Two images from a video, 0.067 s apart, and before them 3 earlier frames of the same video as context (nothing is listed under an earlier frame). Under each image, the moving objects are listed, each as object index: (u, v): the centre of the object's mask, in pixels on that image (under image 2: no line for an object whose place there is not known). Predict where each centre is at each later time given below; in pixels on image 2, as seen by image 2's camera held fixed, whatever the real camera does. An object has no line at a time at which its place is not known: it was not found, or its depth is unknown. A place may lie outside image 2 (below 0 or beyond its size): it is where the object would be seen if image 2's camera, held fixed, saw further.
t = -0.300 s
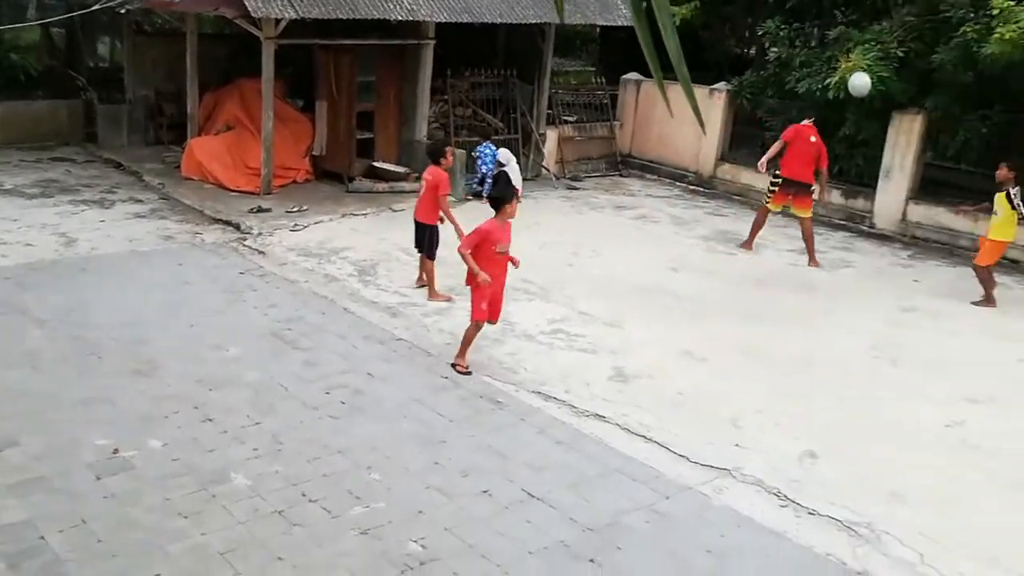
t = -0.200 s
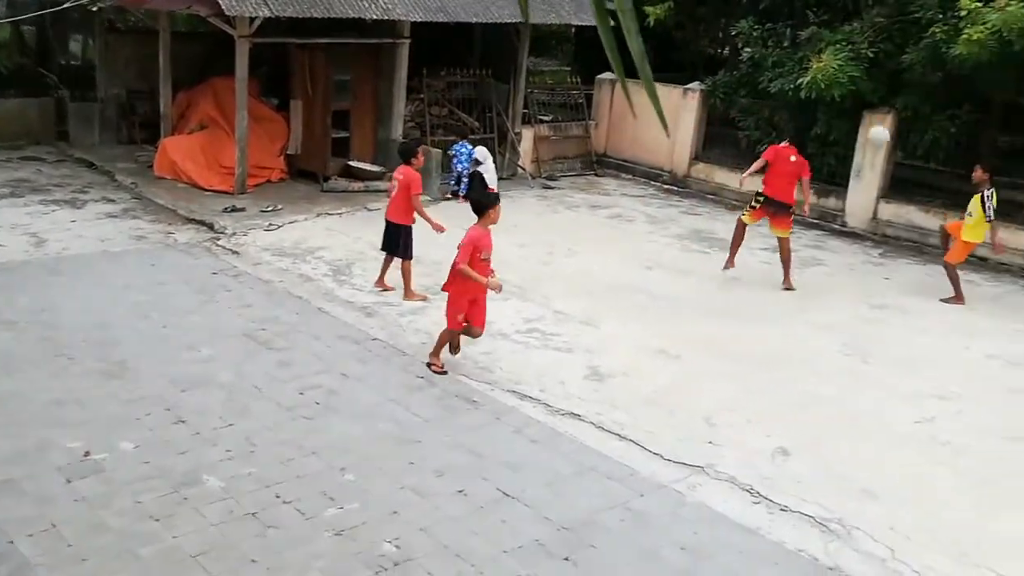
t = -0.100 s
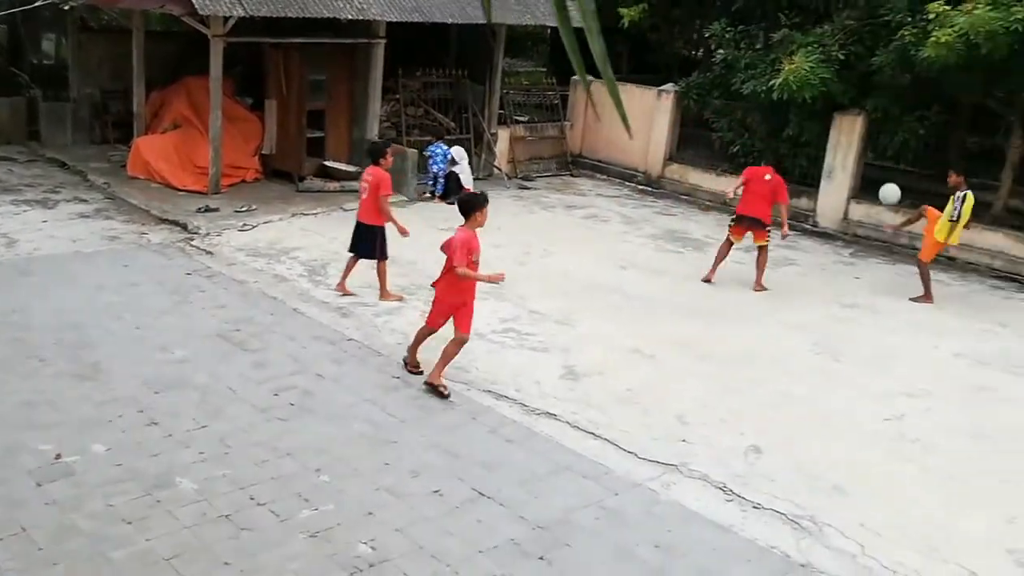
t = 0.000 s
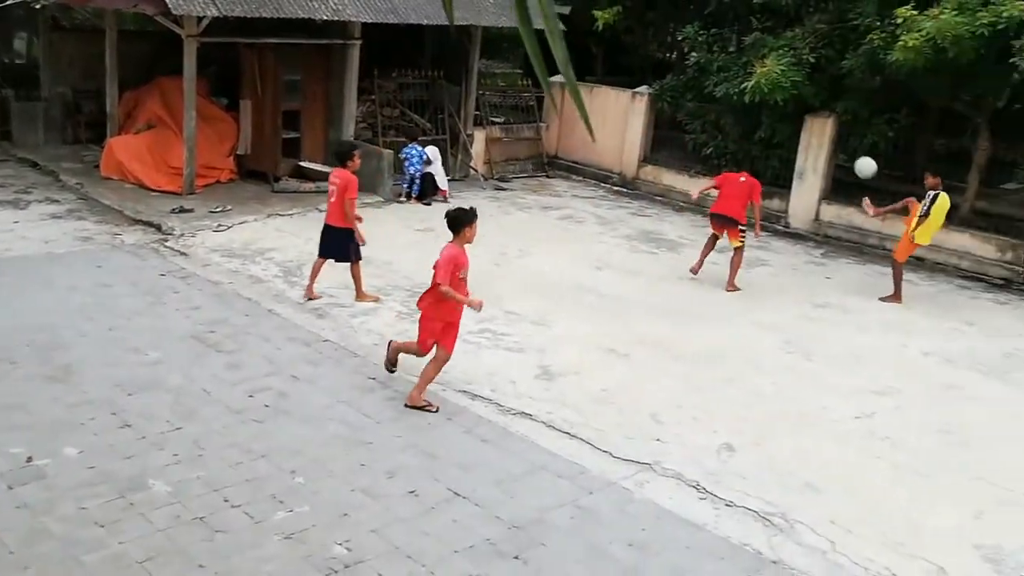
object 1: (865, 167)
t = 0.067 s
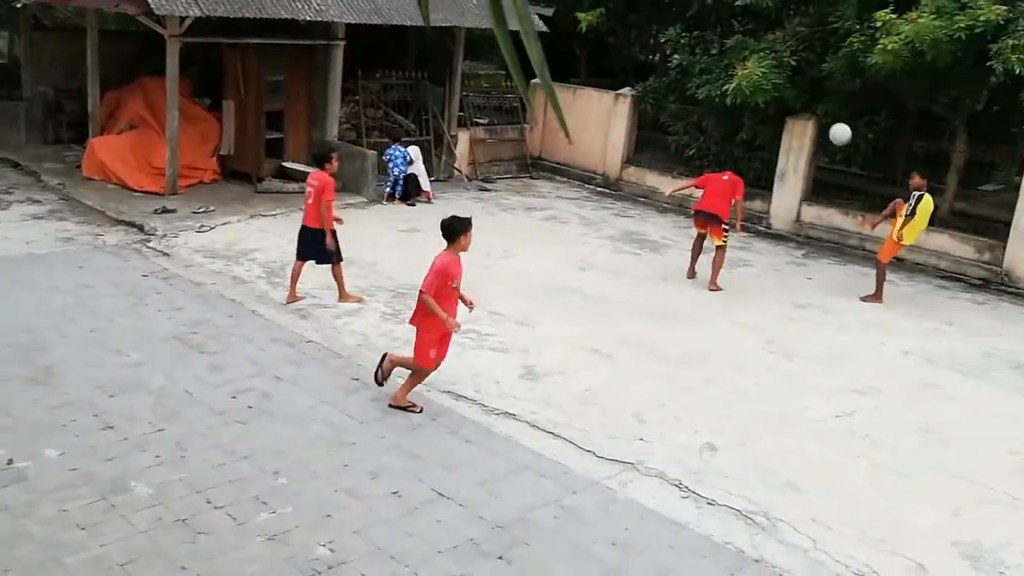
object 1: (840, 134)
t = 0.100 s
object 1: (836, 118)
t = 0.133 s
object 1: (831, 102)
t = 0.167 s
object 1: (825, 88)
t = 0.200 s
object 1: (819, 75)
